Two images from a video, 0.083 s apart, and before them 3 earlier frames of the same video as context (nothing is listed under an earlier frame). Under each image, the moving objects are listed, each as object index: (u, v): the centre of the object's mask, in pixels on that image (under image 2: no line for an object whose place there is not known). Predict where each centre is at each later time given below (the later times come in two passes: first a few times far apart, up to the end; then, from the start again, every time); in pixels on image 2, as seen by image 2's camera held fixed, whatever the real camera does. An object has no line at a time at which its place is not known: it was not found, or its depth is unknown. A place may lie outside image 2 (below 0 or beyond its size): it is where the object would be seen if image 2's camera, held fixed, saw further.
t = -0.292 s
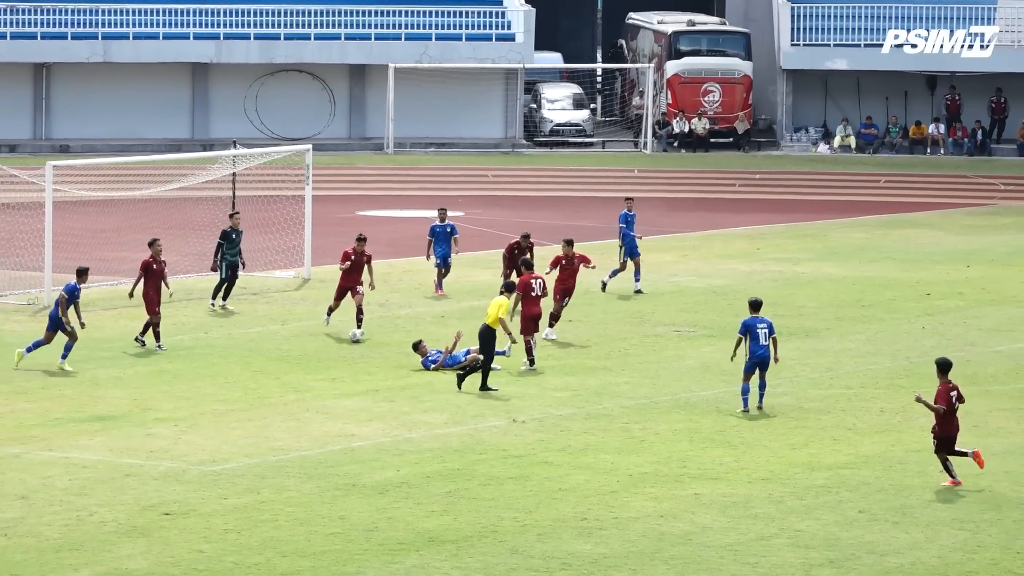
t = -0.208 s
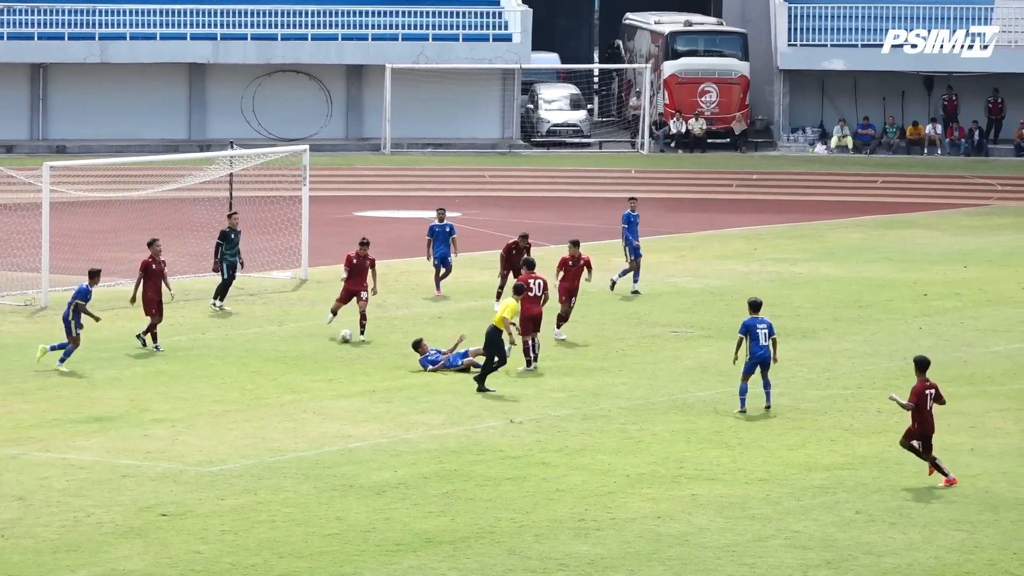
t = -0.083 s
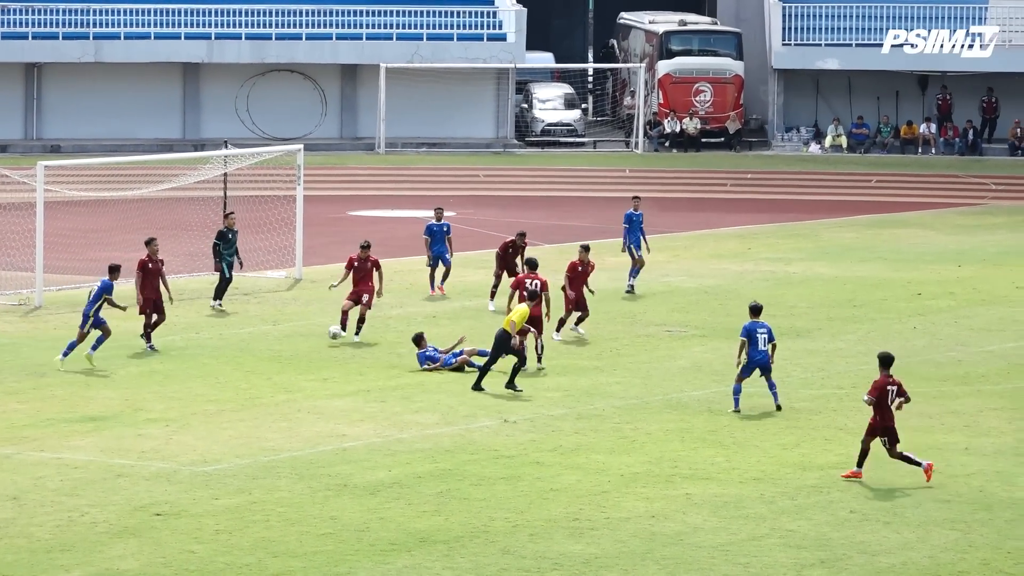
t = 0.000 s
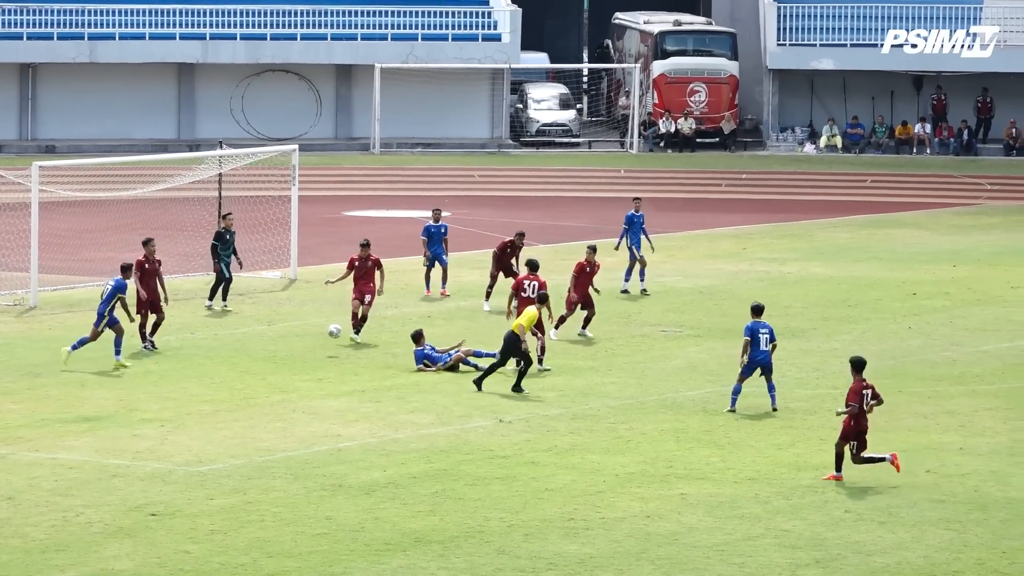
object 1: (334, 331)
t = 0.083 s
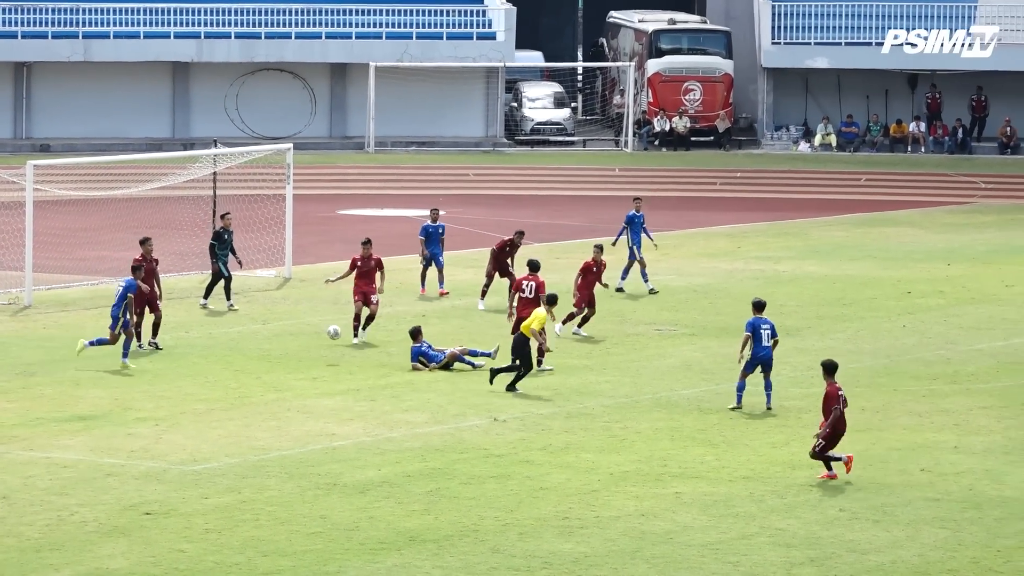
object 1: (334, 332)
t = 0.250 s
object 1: (341, 354)
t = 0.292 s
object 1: (342, 363)
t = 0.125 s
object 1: (336, 335)
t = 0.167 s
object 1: (337, 339)
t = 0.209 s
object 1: (340, 348)
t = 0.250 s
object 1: (341, 354)
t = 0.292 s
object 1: (342, 363)
